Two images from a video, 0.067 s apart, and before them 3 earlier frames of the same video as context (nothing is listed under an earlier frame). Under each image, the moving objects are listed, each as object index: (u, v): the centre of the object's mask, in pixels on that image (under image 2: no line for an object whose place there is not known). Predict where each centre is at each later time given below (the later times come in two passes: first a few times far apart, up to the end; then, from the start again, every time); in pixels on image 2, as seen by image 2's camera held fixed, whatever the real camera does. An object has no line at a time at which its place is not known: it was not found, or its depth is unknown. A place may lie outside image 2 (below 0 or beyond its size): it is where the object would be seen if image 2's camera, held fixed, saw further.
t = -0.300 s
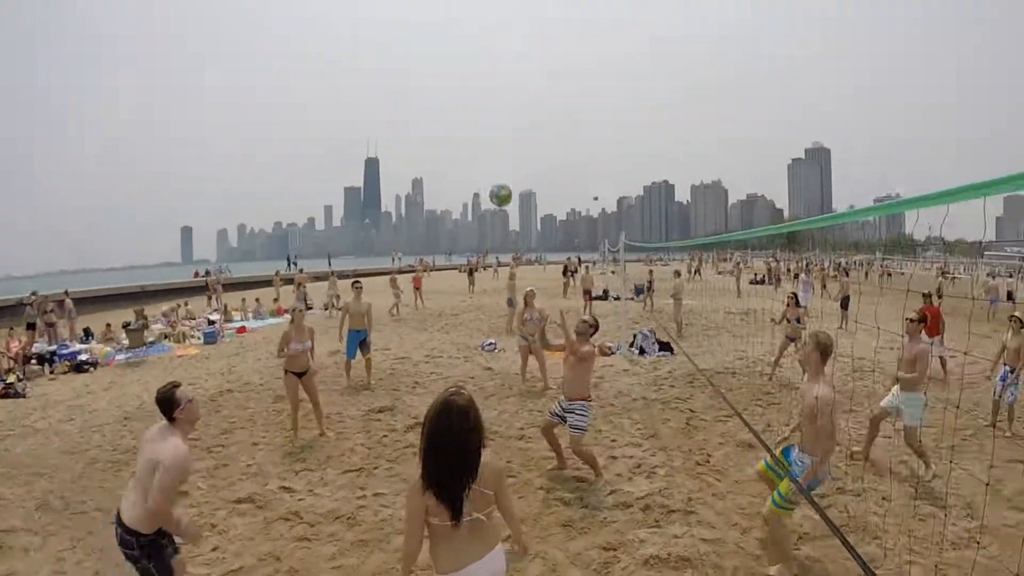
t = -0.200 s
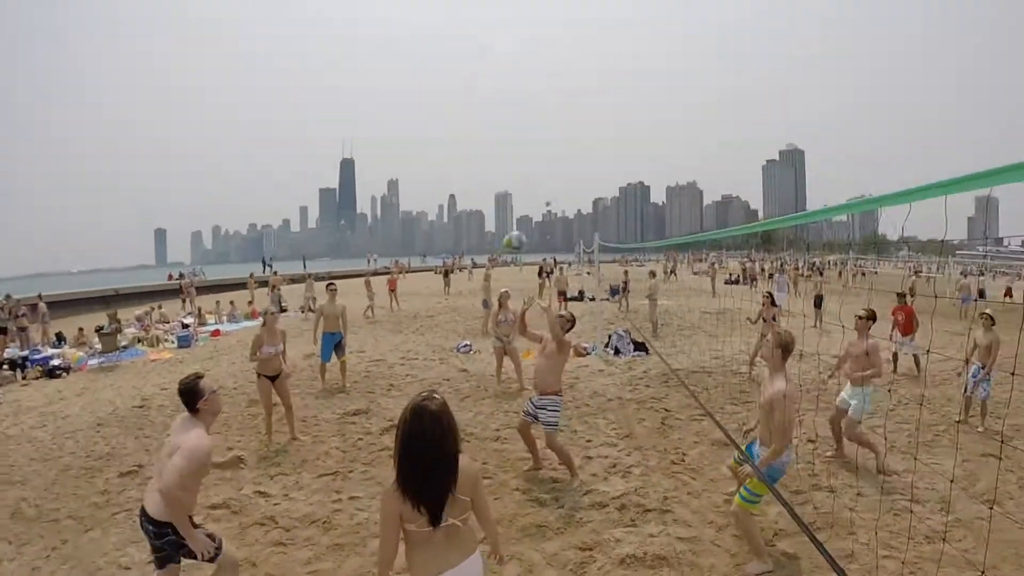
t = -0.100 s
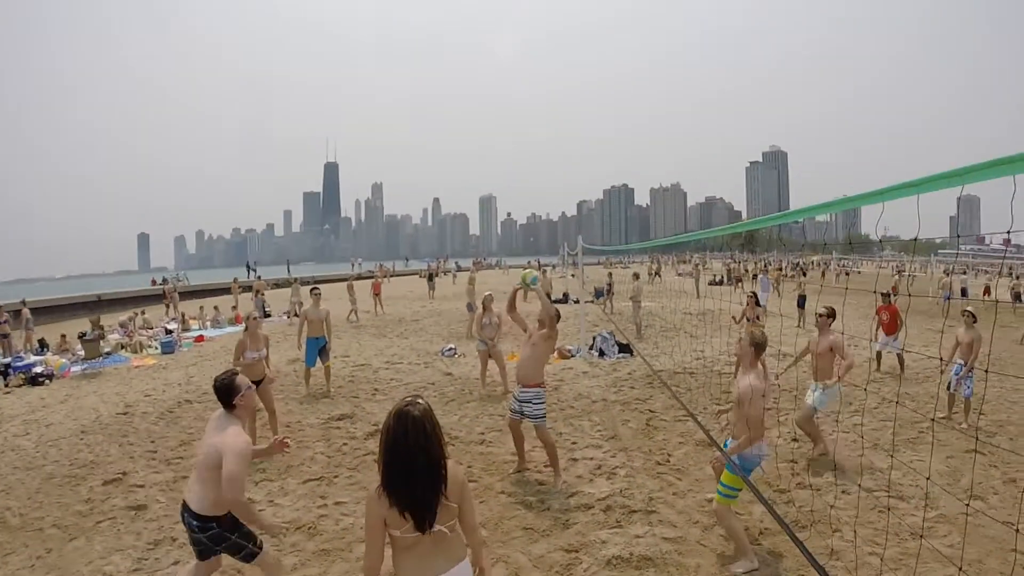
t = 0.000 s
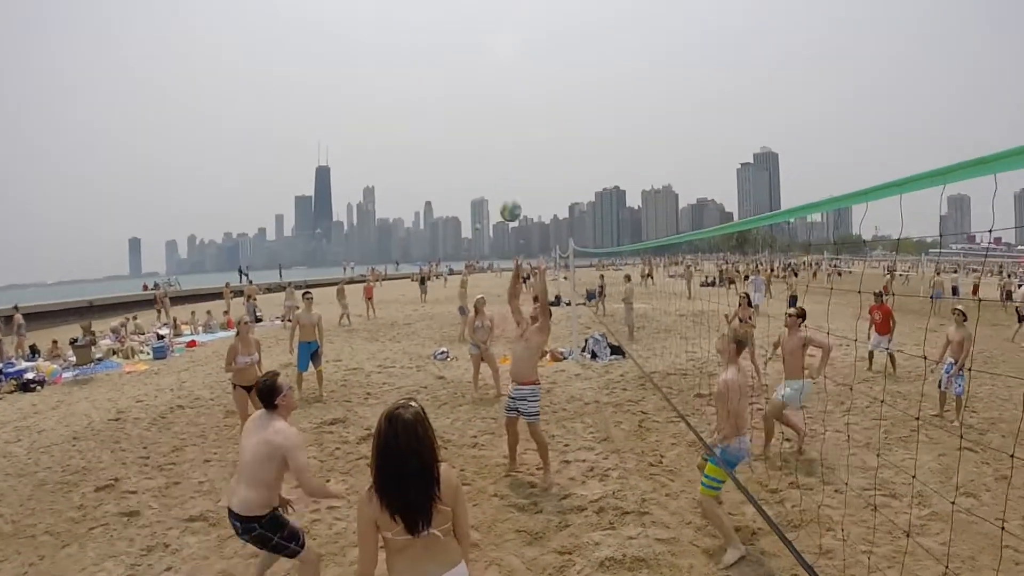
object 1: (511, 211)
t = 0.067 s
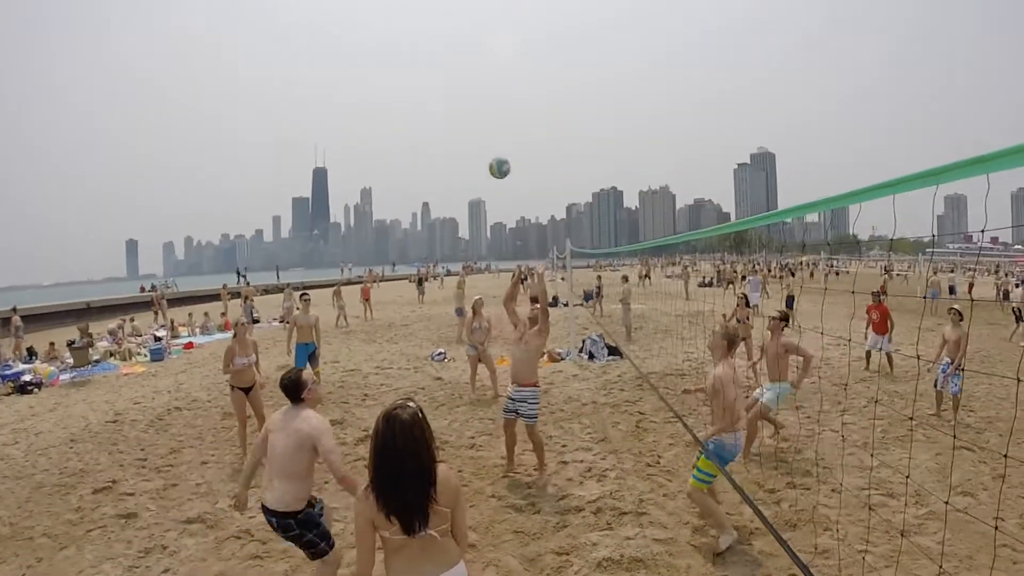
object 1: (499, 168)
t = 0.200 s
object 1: (482, 94)
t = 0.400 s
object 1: (458, 18)
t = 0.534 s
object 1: (446, -4)
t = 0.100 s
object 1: (495, 148)
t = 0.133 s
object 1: (491, 128)
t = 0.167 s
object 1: (486, 110)
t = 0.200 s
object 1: (482, 94)
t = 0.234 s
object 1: (477, 78)
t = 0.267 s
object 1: (474, 64)
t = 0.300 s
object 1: (469, 50)
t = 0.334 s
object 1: (465, 38)
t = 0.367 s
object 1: (461, 27)
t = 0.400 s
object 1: (458, 18)
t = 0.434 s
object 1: (454, 9)
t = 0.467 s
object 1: (451, 3)
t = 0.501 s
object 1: (449, -1)
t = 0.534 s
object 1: (446, -4)
